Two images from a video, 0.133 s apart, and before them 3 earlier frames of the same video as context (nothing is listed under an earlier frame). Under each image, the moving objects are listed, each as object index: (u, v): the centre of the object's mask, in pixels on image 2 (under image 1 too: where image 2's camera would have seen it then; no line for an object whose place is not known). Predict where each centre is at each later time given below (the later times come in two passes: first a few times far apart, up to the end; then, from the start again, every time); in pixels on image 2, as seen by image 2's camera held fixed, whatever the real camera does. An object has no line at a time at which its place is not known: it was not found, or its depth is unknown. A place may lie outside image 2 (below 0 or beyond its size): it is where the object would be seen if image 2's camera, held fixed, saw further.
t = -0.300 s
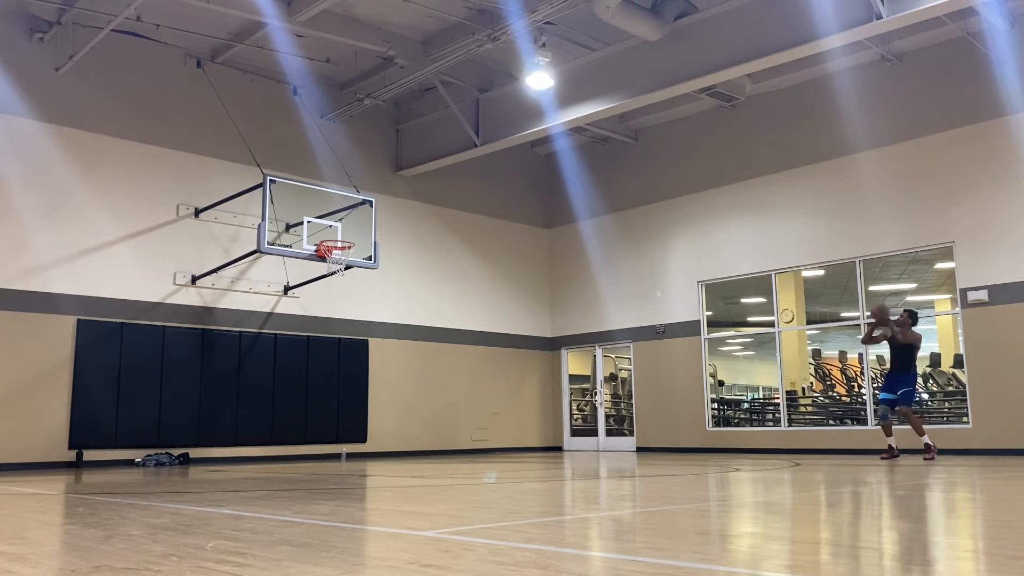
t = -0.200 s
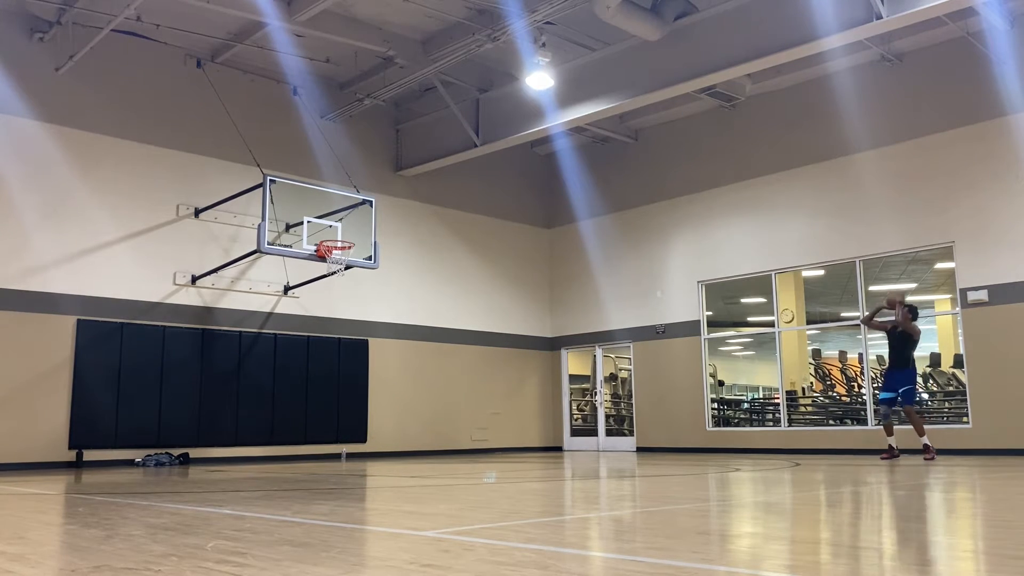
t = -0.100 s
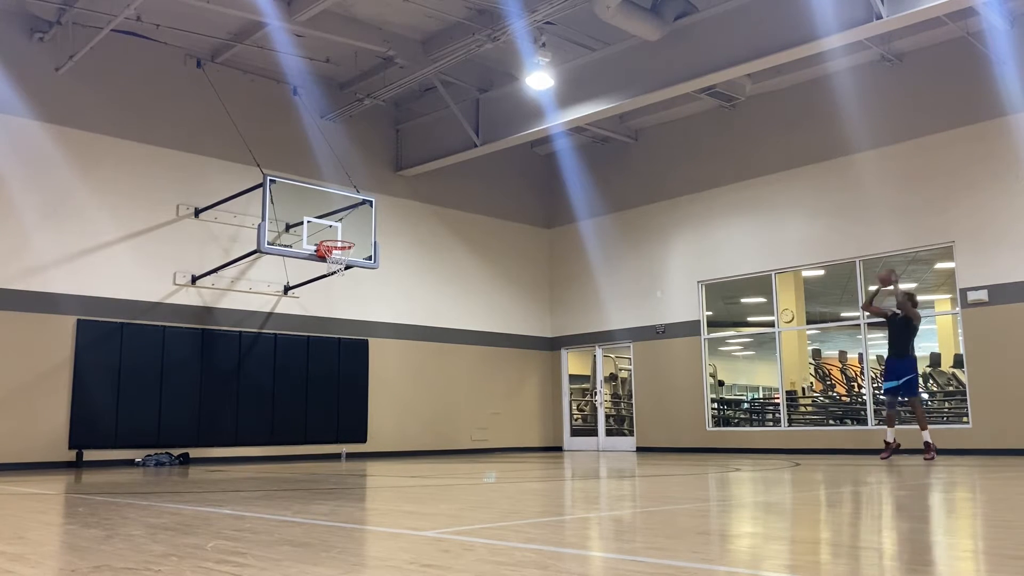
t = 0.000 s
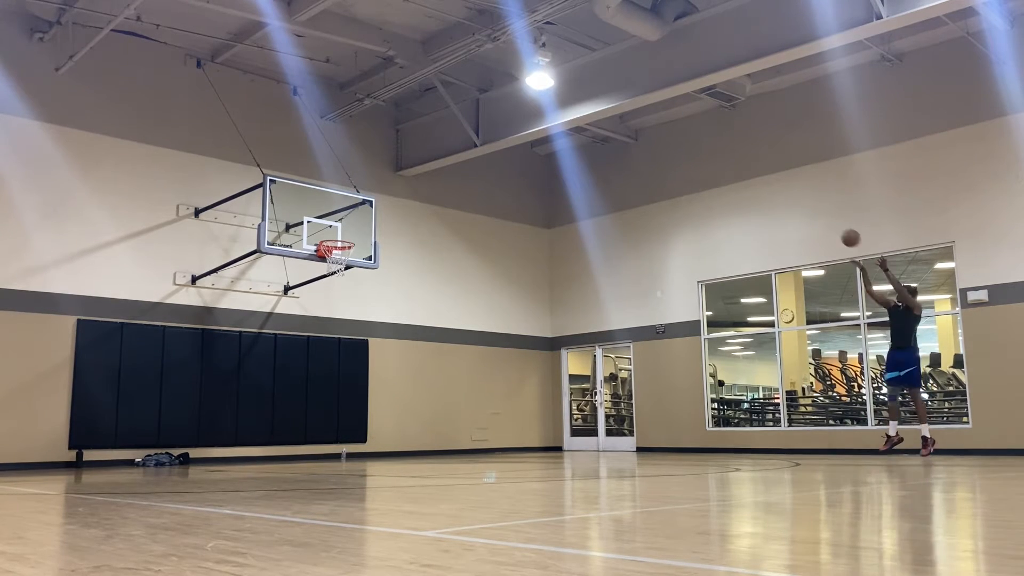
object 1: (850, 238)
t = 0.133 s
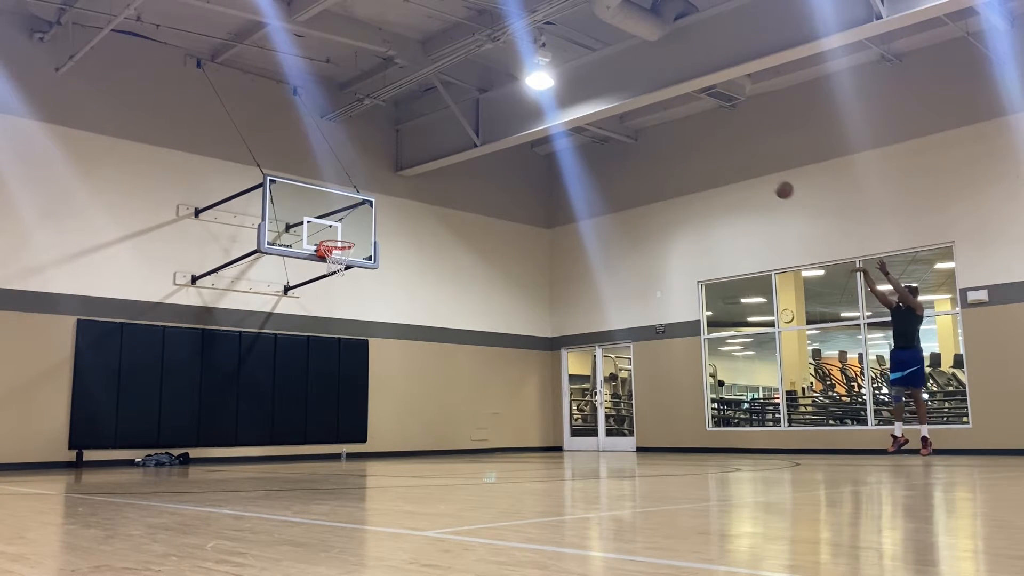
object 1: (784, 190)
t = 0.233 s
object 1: (737, 163)
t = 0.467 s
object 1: (631, 128)
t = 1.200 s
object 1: (333, 236)
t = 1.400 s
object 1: (351, 230)
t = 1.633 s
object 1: (383, 239)
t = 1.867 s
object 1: (412, 279)
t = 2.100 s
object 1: (438, 350)
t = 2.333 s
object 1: (462, 452)
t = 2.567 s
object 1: (476, 380)
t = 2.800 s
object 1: (489, 344)
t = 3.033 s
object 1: (501, 340)
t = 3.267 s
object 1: (513, 365)
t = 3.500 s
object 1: (525, 418)
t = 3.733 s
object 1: (534, 416)
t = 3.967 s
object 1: (542, 385)
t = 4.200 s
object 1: (551, 382)
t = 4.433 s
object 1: (559, 405)
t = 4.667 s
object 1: (567, 441)
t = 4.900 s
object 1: (566, 413)
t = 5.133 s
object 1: (555, 412)
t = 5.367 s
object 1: (544, 437)
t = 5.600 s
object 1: (541, 426)
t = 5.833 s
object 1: (540, 422)
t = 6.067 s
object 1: (540, 445)
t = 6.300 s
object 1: (540, 432)
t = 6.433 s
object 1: (541, 435)
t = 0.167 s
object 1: (769, 181)
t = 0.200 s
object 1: (753, 171)
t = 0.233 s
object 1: (737, 163)
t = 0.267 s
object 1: (722, 155)
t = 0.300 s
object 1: (706, 148)
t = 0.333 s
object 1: (690, 143)
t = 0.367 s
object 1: (676, 137)
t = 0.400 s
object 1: (661, 133)
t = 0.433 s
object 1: (646, 130)
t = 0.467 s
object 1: (631, 128)
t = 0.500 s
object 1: (617, 124)
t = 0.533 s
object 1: (603, 123)
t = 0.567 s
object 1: (589, 122)
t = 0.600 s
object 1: (576, 123)
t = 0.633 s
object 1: (562, 124)
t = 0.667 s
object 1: (547, 124)
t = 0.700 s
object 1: (534, 126)
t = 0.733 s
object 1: (520, 129)
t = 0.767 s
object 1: (507, 132)
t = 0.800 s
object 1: (494, 136)
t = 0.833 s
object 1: (480, 141)
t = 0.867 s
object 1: (467, 146)
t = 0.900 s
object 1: (453, 153)
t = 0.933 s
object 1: (439, 160)
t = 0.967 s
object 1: (426, 167)
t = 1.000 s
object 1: (412, 175)
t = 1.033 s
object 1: (399, 184)
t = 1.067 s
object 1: (384, 194)
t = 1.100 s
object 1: (370, 205)
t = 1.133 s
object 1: (357, 216)
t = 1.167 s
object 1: (344, 227)
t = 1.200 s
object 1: (333, 236)
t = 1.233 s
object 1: (328, 238)
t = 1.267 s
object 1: (332, 238)
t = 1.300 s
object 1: (336, 237)
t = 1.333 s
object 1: (341, 234)
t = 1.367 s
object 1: (346, 232)
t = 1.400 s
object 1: (351, 230)
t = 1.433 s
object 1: (356, 229)
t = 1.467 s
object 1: (360, 229)
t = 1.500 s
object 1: (365, 230)
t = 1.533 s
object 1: (370, 231)
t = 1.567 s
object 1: (374, 233)
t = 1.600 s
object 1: (379, 235)
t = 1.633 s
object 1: (383, 239)
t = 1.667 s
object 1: (387, 242)
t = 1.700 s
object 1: (391, 247)
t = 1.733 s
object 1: (396, 252)
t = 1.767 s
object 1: (400, 258)
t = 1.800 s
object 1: (404, 264)
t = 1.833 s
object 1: (408, 271)
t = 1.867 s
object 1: (412, 279)
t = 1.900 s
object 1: (416, 287)
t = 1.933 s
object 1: (420, 296)
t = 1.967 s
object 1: (423, 306)
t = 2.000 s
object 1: (427, 316)
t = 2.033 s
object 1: (431, 327)
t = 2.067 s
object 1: (434, 339)
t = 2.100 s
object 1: (438, 350)
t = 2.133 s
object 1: (441, 363)
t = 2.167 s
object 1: (445, 376)
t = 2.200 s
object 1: (448, 390)
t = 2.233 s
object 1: (452, 404)
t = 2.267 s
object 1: (455, 419)
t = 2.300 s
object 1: (458, 435)
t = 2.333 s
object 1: (462, 452)
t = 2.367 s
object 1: (464, 440)
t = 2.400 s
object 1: (466, 428)
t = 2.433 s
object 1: (468, 417)
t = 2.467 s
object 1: (470, 406)
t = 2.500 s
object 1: (472, 396)
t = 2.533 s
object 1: (474, 388)
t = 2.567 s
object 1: (476, 380)
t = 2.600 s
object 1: (478, 372)
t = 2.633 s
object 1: (480, 366)
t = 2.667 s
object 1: (482, 360)
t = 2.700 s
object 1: (484, 355)
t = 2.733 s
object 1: (486, 351)
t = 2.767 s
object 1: (487, 347)
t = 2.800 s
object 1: (489, 344)
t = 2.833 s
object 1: (491, 341)
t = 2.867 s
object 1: (493, 340)
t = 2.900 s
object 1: (494, 339)
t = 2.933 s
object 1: (496, 338)
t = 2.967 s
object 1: (498, 338)
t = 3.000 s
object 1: (499, 339)
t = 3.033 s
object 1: (501, 340)
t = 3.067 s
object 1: (503, 342)
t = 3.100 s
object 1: (504, 344)
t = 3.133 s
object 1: (506, 348)
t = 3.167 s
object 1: (508, 351)
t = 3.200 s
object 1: (510, 355)
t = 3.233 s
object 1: (512, 360)
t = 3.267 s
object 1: (513, 365)
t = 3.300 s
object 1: (515, 372)
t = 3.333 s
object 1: (517, 378)
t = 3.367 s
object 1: (518, 385)
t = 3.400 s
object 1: (520, 392)
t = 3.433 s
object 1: (521, 400)
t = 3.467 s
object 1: (523, 409)
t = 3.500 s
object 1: (525, 418)
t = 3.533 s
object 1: (526, 428)
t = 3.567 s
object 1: (528, 438)
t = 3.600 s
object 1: (530, 448)
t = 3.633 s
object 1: (530, 439)
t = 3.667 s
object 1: (532, 430)
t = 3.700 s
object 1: (533, 423)
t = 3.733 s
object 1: (534, 416)
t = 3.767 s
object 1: (535, 409)
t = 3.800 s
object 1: (536, 404)
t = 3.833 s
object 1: (538, 399)
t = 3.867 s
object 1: (539, 394)
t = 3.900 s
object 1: (540, 390)
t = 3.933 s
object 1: (541, 387)
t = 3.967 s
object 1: (542, 385)
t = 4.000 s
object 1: (544, 383)
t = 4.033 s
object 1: (545, 381)
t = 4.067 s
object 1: (546, 380)
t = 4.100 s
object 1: (547, 380)
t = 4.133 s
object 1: (548, 380)
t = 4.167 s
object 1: (549, 381)
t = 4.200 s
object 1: (551, 382)
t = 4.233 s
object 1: (552, 384)
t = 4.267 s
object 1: (553, 386)
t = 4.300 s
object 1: (554, 389)
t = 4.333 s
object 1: (555, 392)
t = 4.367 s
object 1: (557, 396)
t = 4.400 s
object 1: (558, 400)
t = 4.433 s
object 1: (559, 405)
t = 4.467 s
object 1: (560, 410)
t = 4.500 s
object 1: (561, 417)
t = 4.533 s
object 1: (563, 423)
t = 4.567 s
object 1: (564, 430)
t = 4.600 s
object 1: (565, 437)
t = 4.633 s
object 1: (566, 445)
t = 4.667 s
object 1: (567, 441)
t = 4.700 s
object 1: (568, 435)
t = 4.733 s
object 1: (569, 431)
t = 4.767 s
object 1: (569, 426)
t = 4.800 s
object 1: (570, 421)
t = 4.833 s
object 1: (569, 418)
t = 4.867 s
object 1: (568, 416)
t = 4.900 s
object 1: (566, 413)
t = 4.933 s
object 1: (565, 411)
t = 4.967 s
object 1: (563, 410)
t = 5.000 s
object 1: (561, 409)
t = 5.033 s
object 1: (560, 409)
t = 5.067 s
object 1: (558, 410)
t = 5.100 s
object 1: (557, 411)
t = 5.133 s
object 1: (555, 412)
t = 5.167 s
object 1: (553, 414)
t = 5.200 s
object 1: (552, 416)
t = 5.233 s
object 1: (550, 420)
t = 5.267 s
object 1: (549, 423)
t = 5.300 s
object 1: (547, 427)
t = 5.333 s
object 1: (546, 432)
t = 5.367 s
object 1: (544, 437)
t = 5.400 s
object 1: (542, 443)
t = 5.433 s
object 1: (541, 445)
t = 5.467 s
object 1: (541, 440)
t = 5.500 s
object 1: (541, 436)
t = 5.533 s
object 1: (541, 432)
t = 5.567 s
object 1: (541, 429)
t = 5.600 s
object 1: (541, 426)
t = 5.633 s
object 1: (541, 424)
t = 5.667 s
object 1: (540, 422)
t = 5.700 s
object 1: (541, 421)
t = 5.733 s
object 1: (540, 421)
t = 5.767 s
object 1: (541, 420)
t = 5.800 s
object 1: (541, 421)
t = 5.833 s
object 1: (540, 422)
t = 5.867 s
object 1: (540, 423)
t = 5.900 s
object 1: (540, 426)
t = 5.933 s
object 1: (540, 428)
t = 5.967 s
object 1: (540, 431)
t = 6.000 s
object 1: (540, 435)
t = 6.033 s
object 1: (540, 439)
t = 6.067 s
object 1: (540, 445)
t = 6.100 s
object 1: (540, 445)
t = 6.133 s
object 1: (539, 441)
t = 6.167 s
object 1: (539, 437)
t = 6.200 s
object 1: (539, 435)
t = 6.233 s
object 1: (539, 433)
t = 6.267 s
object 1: (539, 432)
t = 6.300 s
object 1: (540, 432)
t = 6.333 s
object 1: (540, 432)
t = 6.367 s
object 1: (541, 432)
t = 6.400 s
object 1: (541, 433)
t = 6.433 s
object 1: (541, 435)
